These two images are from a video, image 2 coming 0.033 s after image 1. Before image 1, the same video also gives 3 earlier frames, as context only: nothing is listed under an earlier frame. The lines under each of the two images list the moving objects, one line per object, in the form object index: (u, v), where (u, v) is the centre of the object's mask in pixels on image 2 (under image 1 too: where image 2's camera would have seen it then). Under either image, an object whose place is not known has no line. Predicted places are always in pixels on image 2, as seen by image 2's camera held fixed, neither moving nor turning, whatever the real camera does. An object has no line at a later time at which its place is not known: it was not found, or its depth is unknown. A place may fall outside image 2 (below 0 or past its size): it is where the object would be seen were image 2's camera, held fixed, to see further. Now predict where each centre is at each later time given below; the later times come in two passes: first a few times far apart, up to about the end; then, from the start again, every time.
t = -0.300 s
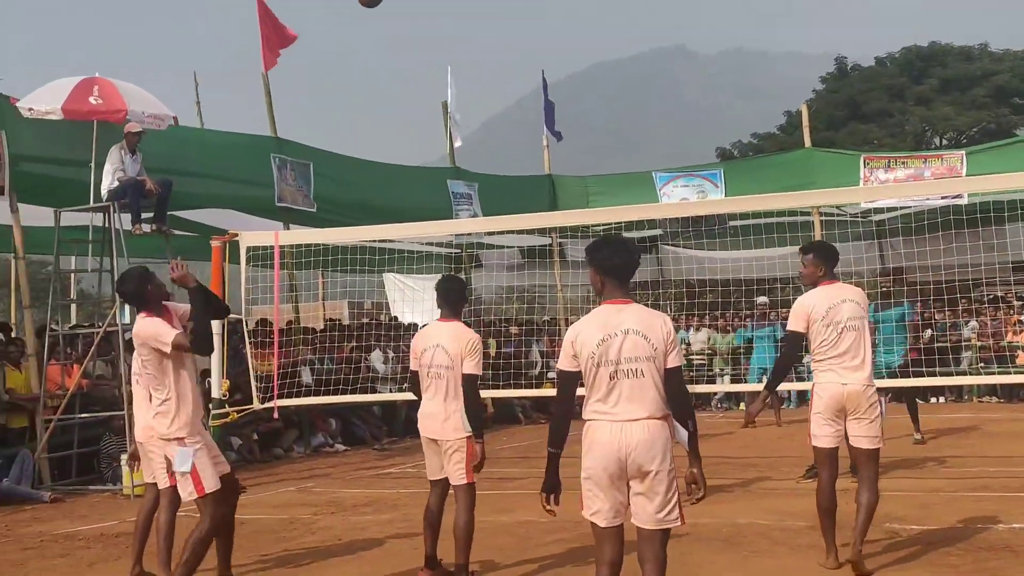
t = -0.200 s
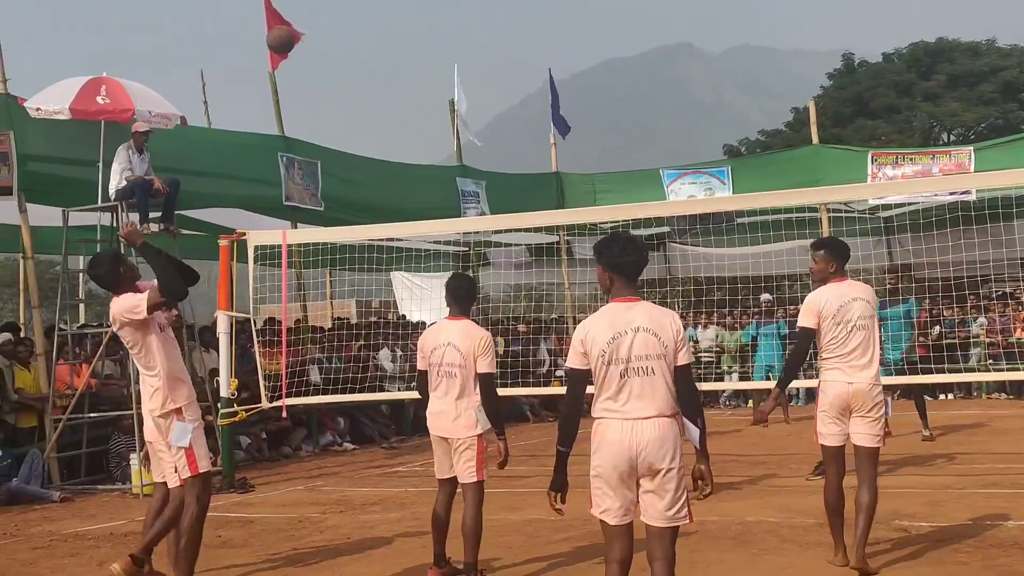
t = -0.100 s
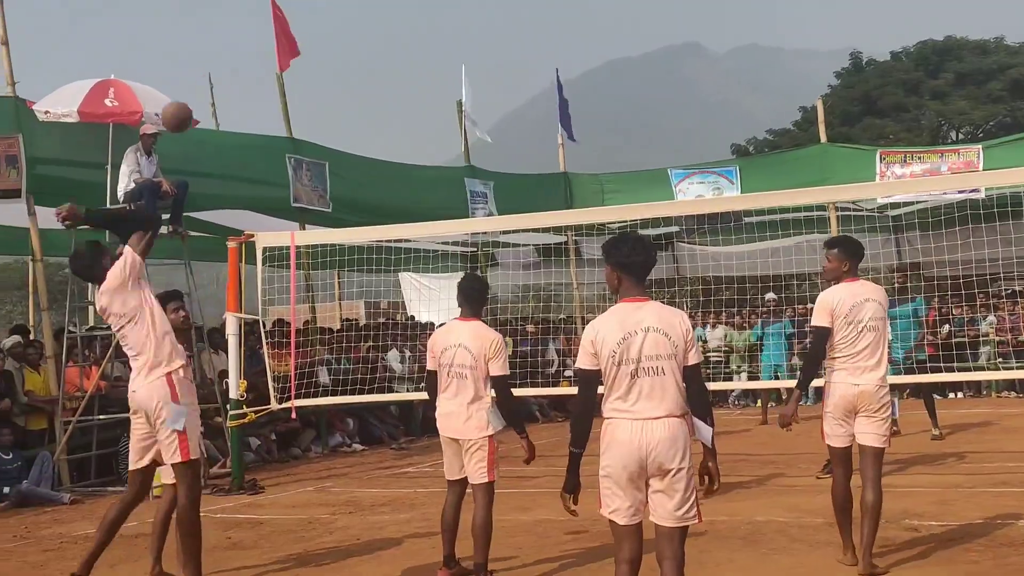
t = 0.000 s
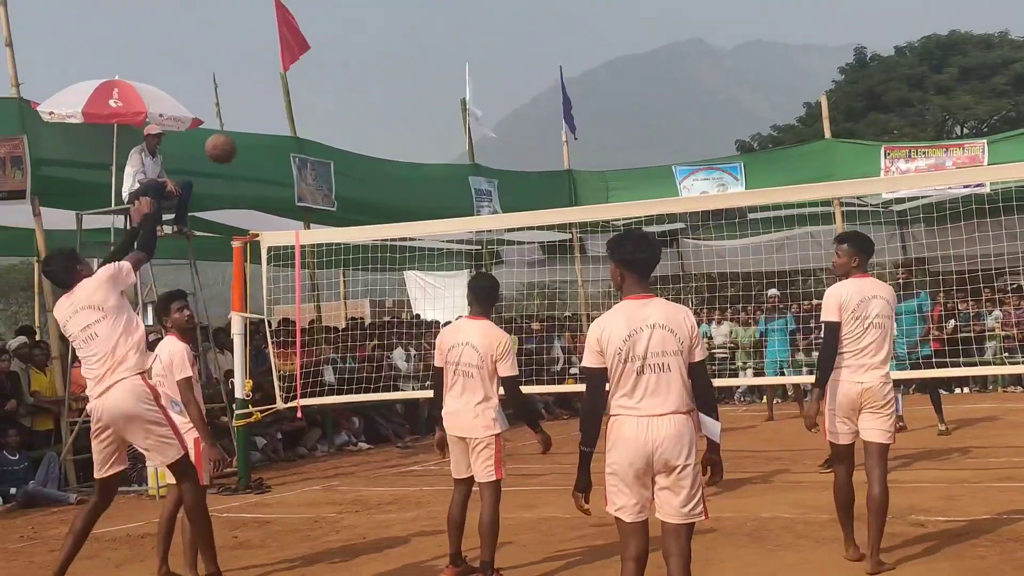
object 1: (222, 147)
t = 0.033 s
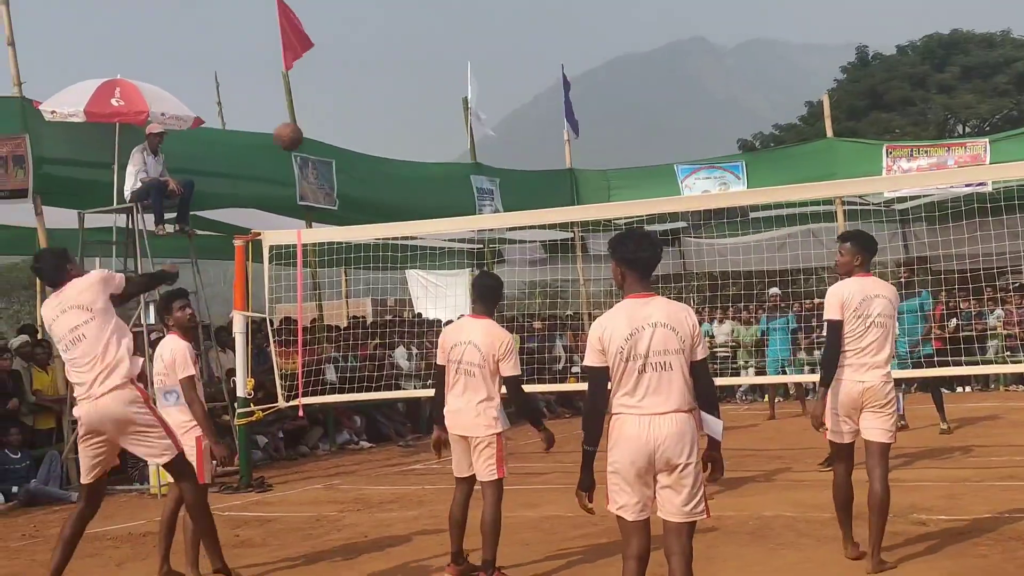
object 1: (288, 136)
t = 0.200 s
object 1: (540, 116)
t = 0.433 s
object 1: (767, 146)
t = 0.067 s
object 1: (347, 128)
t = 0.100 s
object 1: (402, 122)
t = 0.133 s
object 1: (451, 118)
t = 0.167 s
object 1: (498, 117)
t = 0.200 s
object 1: (540, 116)
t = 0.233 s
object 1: (579, 116)
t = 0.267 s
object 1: (616, 119)
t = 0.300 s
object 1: (649, 123)
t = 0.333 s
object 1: (681, 127)
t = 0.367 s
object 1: (711, 132)
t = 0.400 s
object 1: (738, 139)
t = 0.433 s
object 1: (767, 146)
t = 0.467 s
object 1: (794, 155)
